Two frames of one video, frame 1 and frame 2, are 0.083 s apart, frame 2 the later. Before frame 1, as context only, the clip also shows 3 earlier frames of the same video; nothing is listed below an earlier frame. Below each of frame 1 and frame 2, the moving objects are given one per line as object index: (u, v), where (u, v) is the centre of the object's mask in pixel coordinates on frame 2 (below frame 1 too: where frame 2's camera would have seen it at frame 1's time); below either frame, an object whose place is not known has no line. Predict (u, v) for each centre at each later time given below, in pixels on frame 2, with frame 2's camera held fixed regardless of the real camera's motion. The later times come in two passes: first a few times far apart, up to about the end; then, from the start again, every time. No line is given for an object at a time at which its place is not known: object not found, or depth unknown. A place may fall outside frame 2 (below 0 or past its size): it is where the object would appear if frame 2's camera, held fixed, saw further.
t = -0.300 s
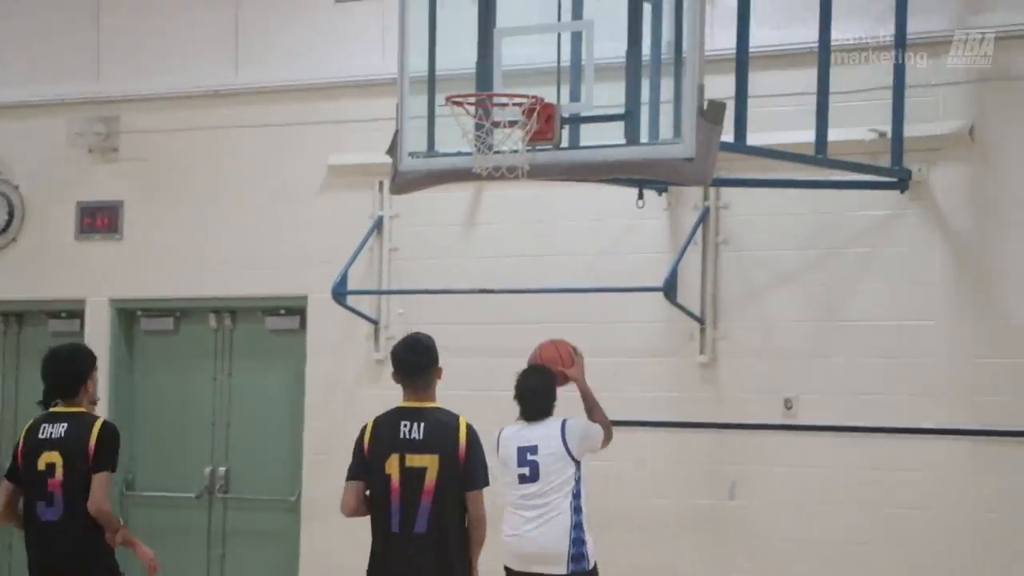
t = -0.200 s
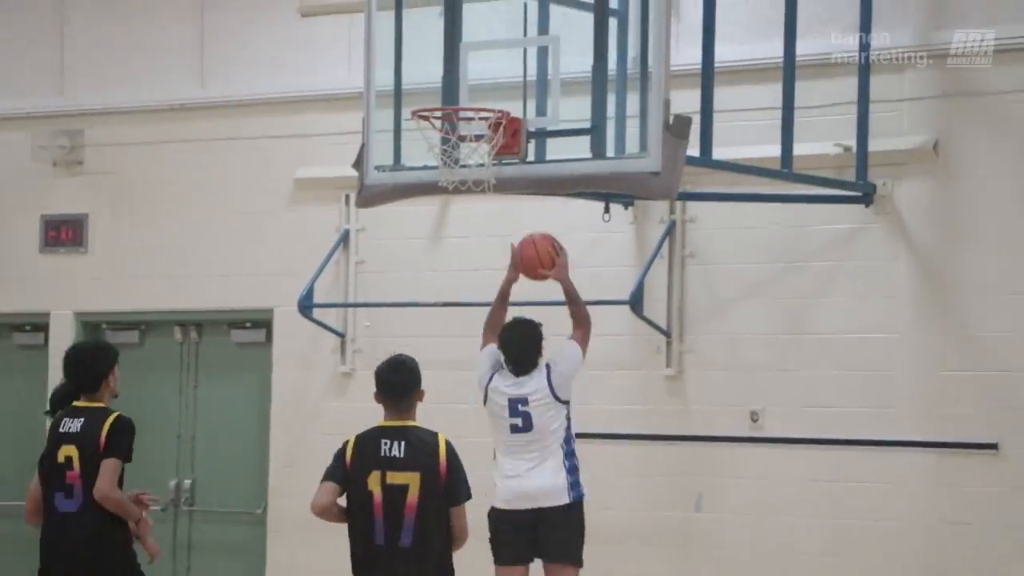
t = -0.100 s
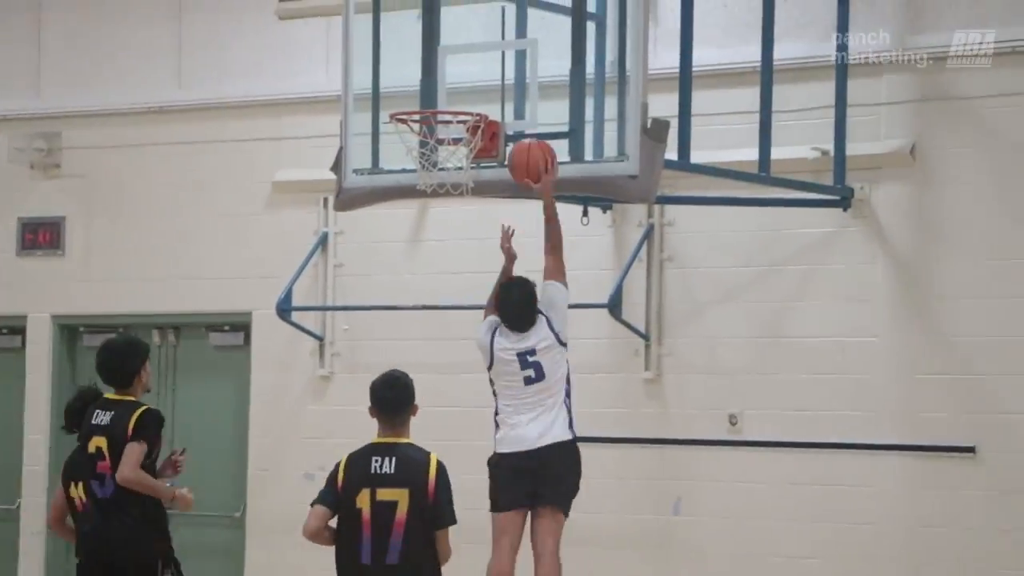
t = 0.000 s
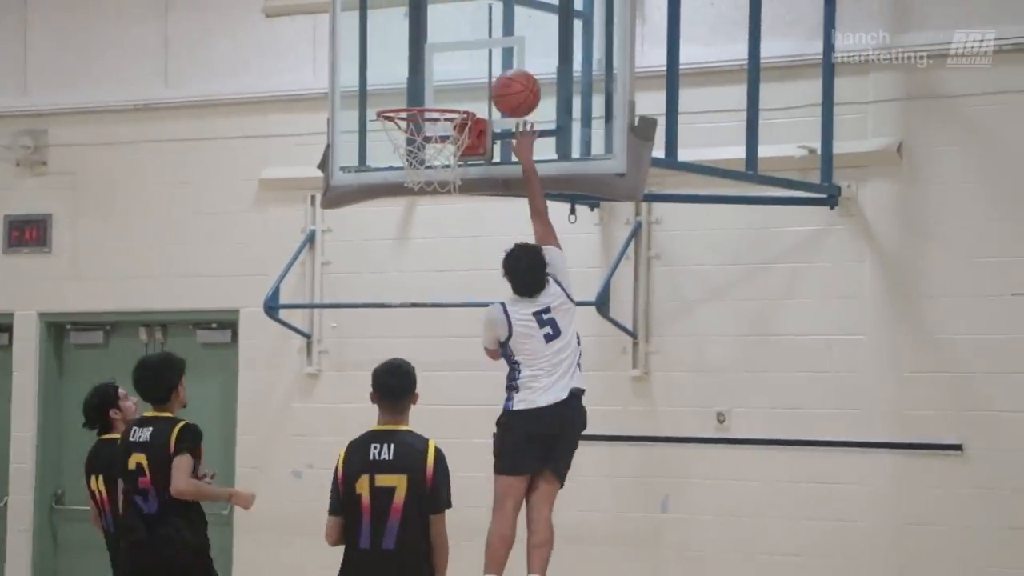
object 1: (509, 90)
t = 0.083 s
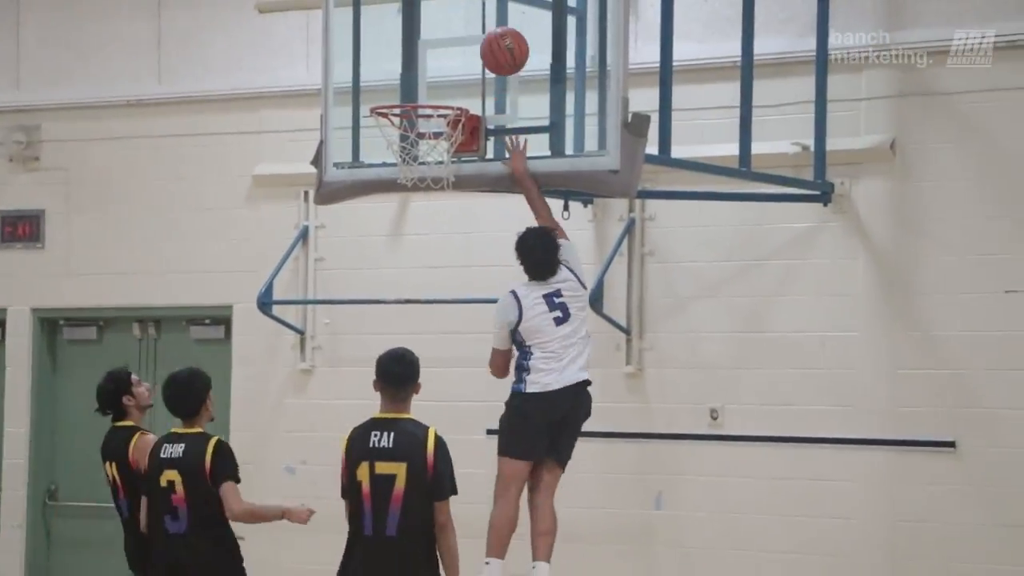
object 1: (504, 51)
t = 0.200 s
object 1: (495, 24)
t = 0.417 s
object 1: (447, 59)
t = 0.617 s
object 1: (409, 157)
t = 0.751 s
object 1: (405, 224)
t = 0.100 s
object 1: (503, 45)
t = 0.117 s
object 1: (502, 40)
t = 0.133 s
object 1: (501, 35)
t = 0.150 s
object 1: (500, 31)
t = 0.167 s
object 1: (499, 27)
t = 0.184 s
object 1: (498, 25)
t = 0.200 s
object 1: (495, 24)
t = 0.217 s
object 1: (491, 23)
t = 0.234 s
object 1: (487, 23)
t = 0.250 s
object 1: (484, 24)
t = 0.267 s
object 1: (480, 25)
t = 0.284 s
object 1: (476, 26)
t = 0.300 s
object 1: (473, 28)
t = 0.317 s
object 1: (469, 31)
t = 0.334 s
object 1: (465, 34)
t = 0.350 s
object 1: (461, 38)
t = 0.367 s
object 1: (458, 42)
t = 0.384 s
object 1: (454, 47)
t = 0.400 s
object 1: (451, 52)
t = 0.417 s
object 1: (447, 59)
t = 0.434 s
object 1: (443, 65)
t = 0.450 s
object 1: (439, 72)
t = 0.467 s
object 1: (436, 80)
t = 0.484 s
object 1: (432, 88)
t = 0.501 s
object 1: (429, 96)
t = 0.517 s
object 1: (426, 103)
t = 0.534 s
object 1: (420, 117)
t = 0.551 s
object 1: (415, 128)
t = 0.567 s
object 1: (413, 137)
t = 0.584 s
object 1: (410, 145)
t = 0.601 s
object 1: (409, 152)
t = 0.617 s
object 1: (409, 157)
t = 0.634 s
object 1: (409, 164)
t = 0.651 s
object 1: (408, 171)
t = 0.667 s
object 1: (407, 179)
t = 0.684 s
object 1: (407, 187)
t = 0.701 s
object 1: (406, 196)
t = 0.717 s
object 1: (405, 204)
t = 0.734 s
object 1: (405, 214)
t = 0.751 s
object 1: (405, 224)
